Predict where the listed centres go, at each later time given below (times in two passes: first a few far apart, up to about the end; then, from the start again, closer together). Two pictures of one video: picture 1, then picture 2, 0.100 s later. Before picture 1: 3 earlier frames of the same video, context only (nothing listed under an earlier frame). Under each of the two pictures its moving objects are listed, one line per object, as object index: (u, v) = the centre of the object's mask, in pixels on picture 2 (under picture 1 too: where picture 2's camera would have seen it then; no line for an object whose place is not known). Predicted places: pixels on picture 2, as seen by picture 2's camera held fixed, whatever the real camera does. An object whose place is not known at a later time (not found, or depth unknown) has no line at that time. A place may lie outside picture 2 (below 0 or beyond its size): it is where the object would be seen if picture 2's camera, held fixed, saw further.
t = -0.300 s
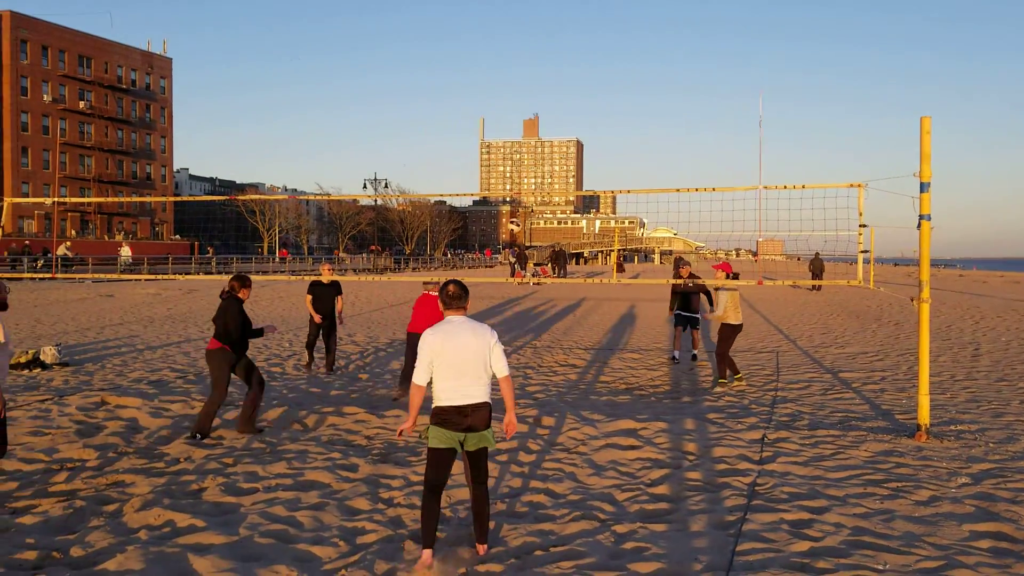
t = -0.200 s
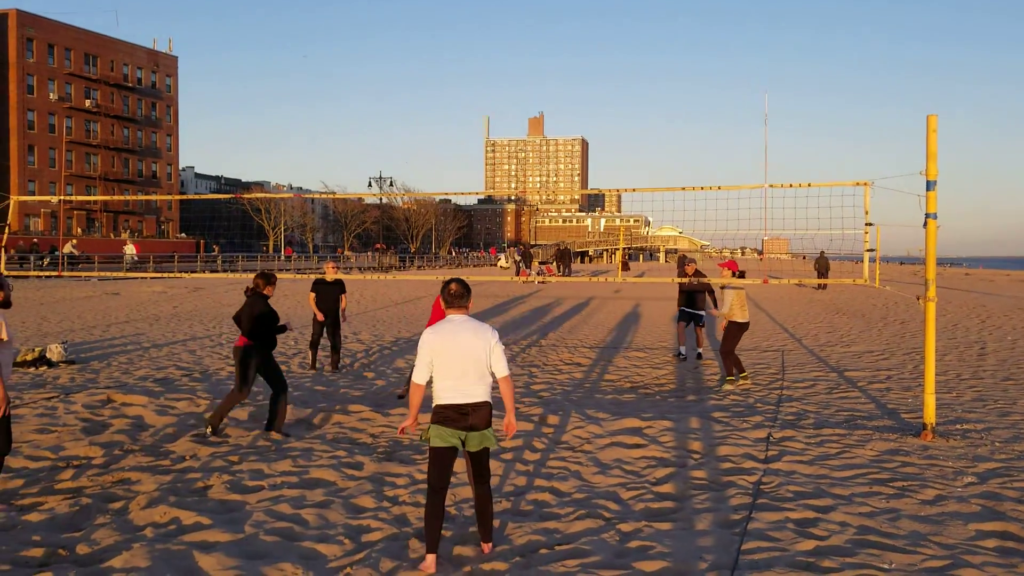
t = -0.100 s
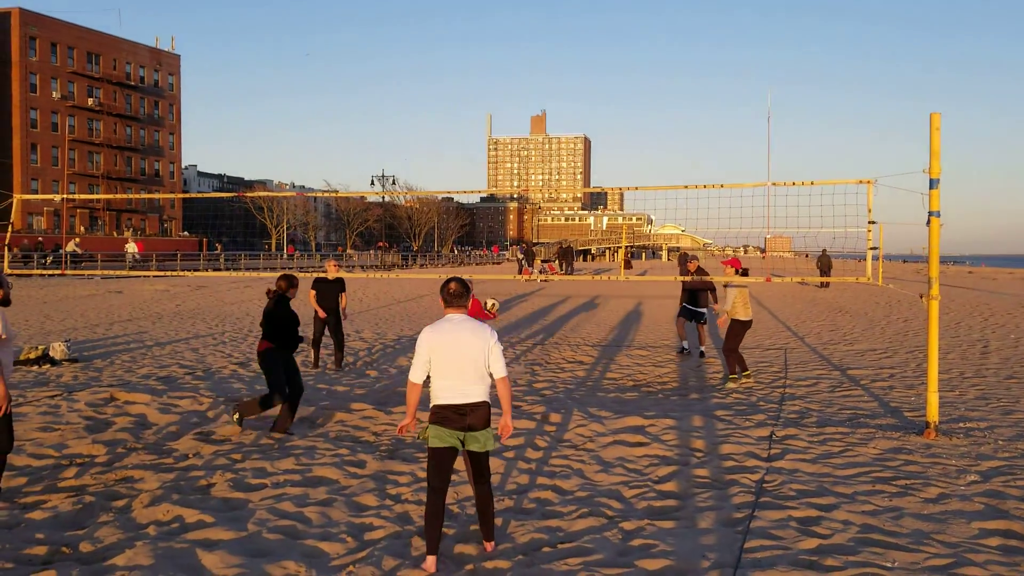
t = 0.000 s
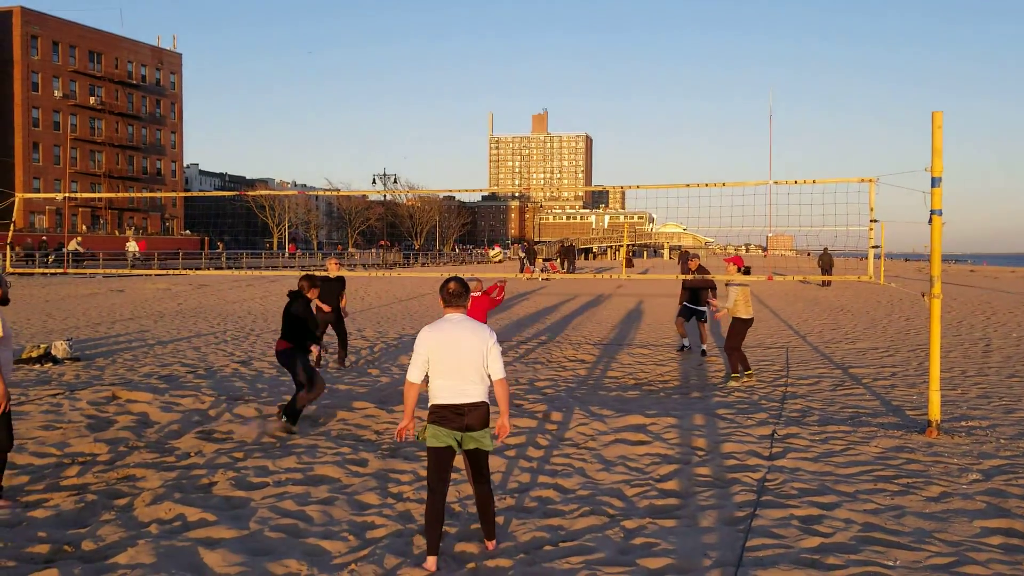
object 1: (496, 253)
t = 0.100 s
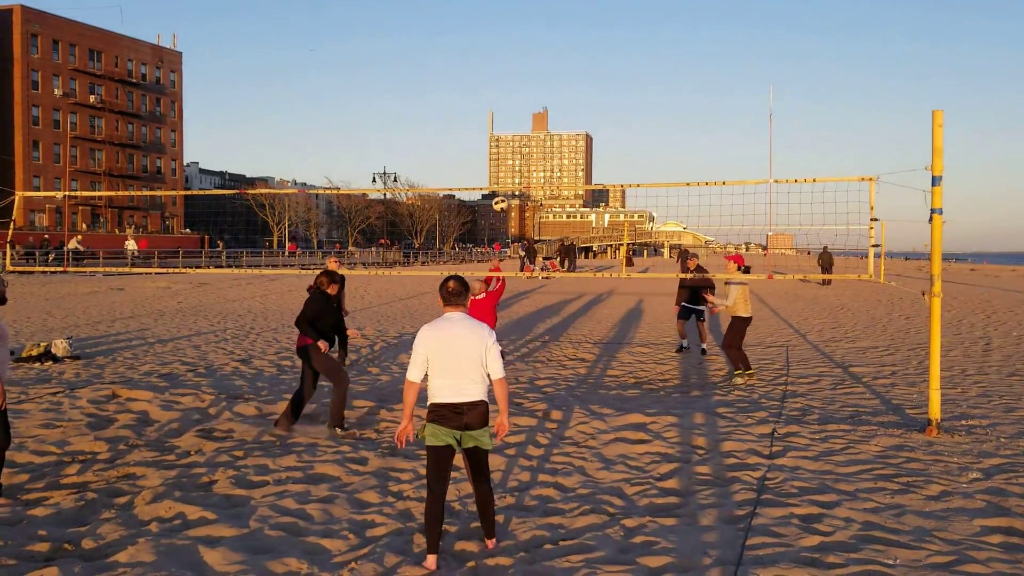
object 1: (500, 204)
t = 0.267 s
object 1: (507, 139)
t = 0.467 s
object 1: (515, 90)
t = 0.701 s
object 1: (525, 75)
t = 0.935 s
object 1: (536, 108)
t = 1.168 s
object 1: (549, 193)
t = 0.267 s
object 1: (507, 139)
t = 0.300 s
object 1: (508, 129)
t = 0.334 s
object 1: (510, 120)
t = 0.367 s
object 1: (511, 111)
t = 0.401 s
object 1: (512, 103)
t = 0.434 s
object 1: (514, 97)
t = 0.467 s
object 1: (515, 90)
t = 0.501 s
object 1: (517, 85)
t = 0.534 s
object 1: (518, 81)
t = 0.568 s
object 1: (519, 78)
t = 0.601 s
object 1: (521, 76)
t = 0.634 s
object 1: (522, 74)
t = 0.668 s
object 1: (524, 74)
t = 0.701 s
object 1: (525, 75)
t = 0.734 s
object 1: (527, 77)
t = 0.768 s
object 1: (528, 79)
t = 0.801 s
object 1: (530, 83)
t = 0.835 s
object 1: (531, 88)
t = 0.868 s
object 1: (533, 94)
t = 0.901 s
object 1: (534, 100)
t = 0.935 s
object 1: (536, 108)
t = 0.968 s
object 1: (538, 117)
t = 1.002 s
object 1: (539, 127)
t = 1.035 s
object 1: (542, 138)
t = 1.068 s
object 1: (543, 150)
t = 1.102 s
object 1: (544, 163)
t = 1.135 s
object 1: (547, 177)
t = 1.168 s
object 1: (549, 193)
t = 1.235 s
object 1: (552, 226)
